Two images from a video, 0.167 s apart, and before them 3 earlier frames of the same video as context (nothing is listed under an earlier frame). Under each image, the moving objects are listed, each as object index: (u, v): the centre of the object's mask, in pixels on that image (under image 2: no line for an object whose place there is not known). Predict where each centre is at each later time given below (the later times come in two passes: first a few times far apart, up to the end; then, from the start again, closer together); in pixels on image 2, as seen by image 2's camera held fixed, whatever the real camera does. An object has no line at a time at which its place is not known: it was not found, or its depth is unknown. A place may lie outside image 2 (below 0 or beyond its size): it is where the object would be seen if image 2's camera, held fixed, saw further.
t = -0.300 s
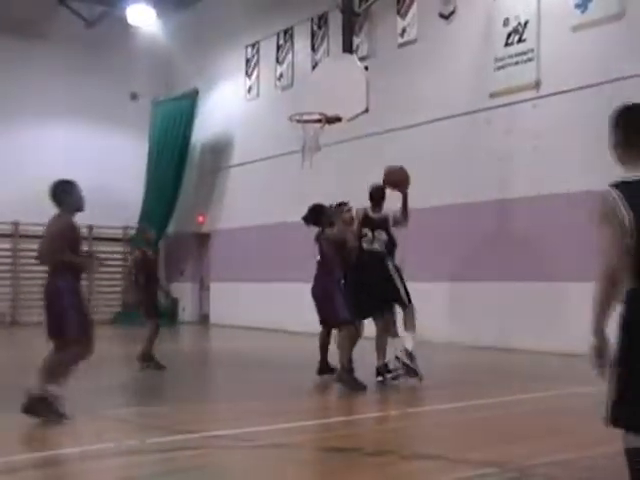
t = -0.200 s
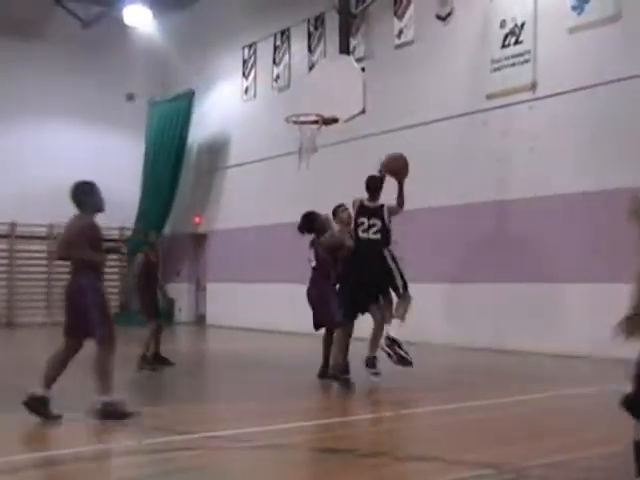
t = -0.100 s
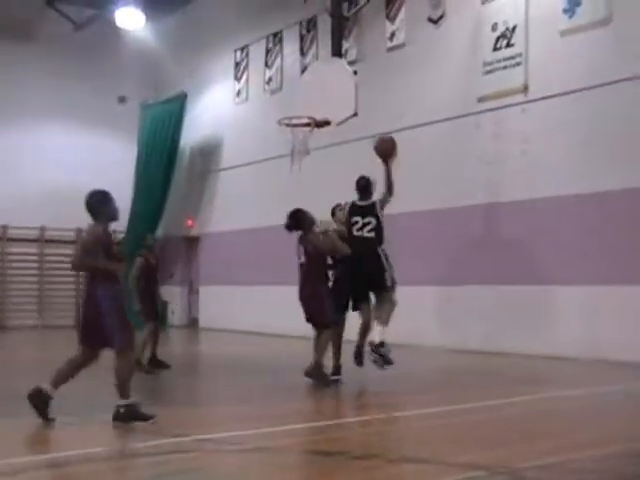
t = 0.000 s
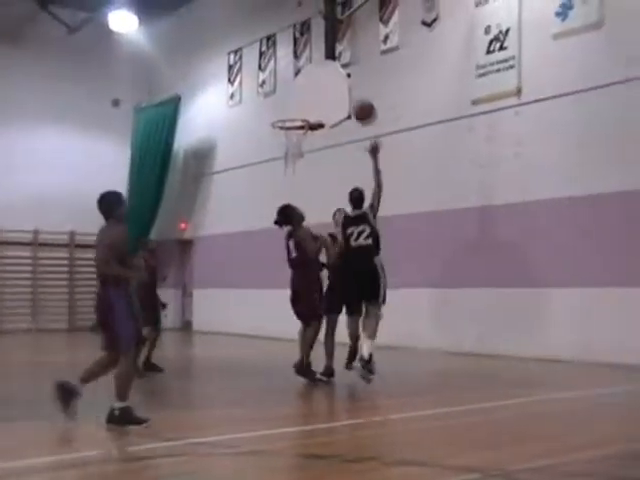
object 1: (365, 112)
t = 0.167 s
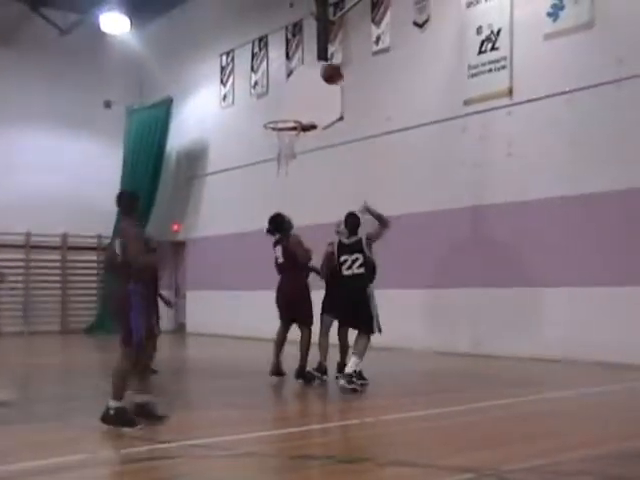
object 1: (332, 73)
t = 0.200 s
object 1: (327, 69)
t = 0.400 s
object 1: (301, 64)
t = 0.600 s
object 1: (279, 91)
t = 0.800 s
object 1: (271, 116)
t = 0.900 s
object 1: (275, 117)
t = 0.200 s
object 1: (327, 69)
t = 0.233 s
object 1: (322, 66)
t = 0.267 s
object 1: (317, 64)
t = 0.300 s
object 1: (313, 61)
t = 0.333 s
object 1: (310, 61)
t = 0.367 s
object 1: (306, 62)
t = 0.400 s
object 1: (301, 64)
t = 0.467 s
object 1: (293, 70)
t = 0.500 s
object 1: (290, 73)
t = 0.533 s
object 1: (286, 78)
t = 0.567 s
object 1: (282, 84)
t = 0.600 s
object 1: (279, 91)
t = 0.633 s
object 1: (275, 97)
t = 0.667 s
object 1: (271, 106)
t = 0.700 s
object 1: (268, 115)
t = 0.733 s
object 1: (268, 116)
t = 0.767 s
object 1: (269, 116)
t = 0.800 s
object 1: (271, 116)
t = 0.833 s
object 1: (272, 116)
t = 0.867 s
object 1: (273, 117)
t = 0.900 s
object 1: (275, 117)
